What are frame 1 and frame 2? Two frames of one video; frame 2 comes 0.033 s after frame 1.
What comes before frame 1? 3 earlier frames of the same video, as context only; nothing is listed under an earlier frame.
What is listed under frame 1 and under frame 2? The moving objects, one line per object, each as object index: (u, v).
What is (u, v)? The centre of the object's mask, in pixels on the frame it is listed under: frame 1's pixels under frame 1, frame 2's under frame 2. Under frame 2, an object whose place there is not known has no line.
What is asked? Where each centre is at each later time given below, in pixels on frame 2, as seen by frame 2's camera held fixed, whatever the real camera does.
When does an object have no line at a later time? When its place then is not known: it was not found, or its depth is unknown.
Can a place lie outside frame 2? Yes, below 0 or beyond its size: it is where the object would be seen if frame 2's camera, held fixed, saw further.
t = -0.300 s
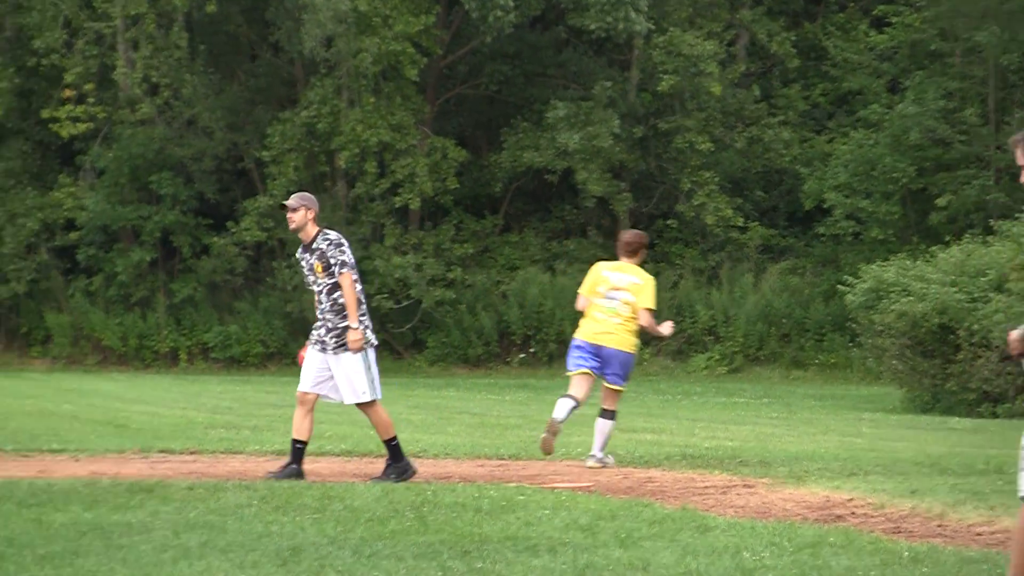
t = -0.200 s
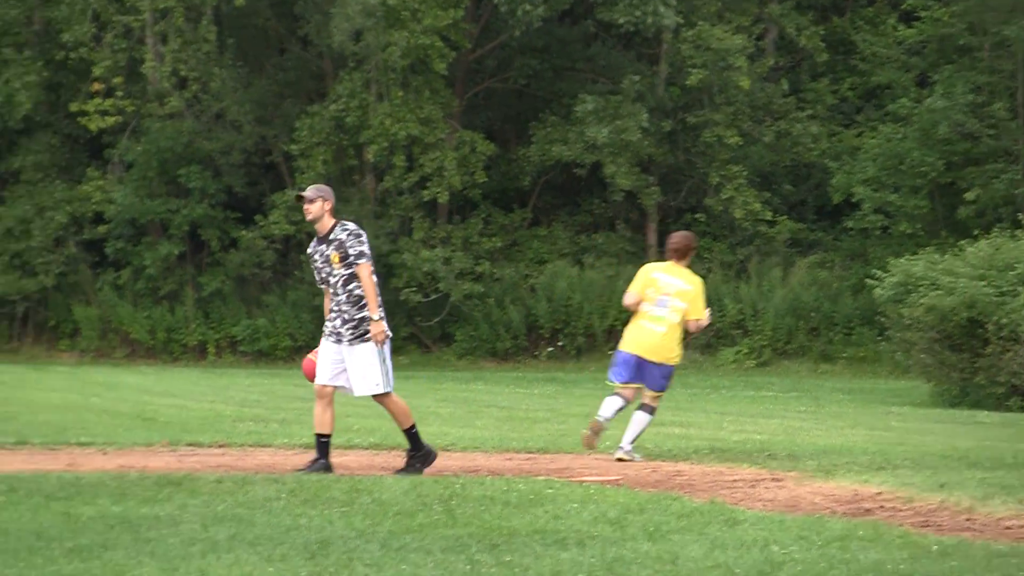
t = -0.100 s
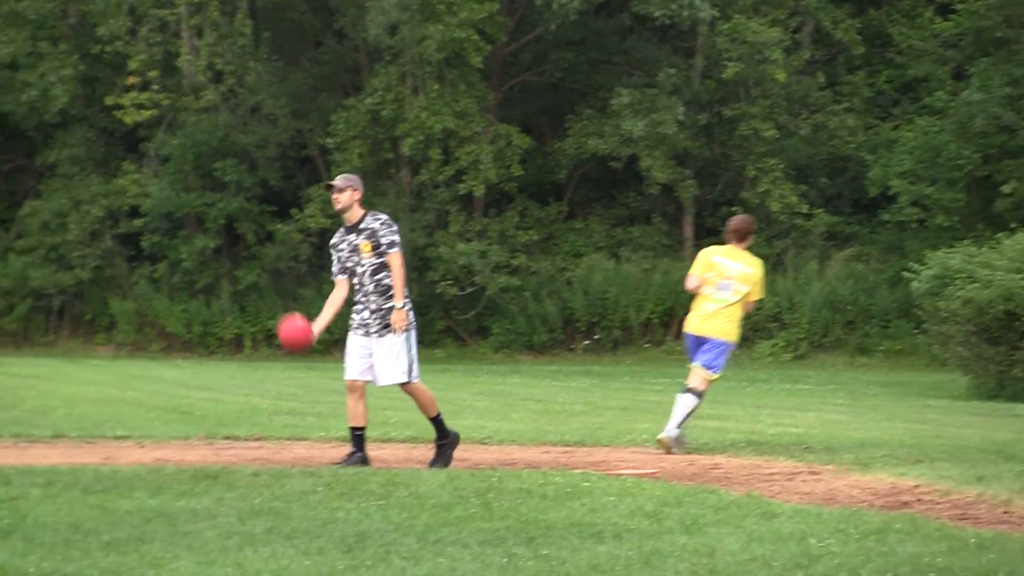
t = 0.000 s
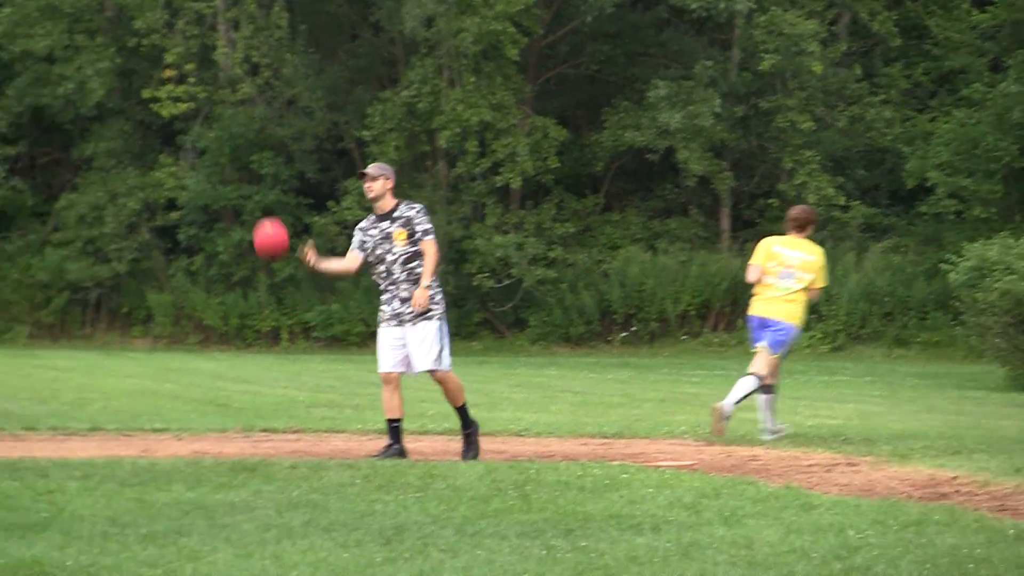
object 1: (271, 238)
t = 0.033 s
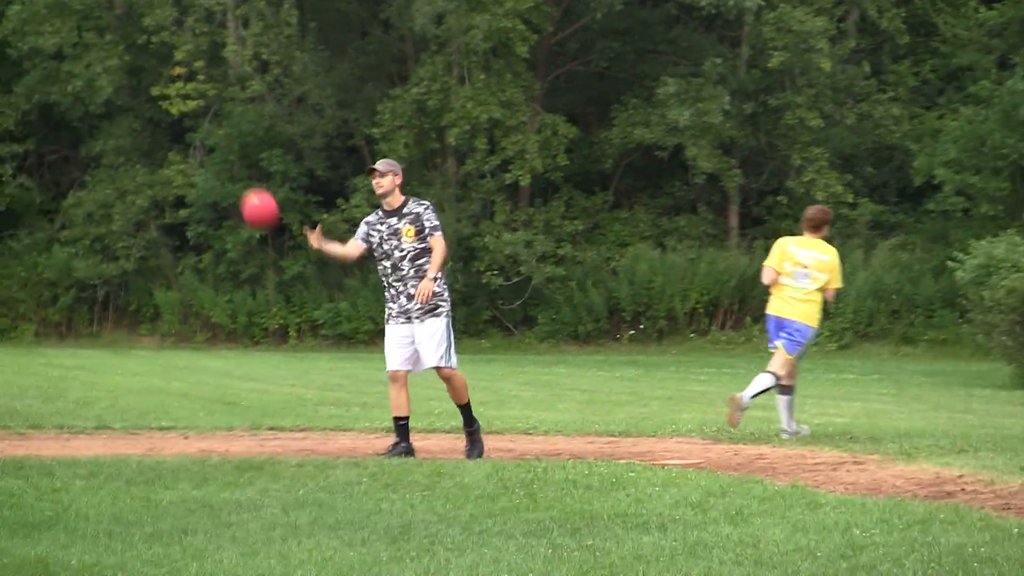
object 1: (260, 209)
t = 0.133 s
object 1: (206, 135)
